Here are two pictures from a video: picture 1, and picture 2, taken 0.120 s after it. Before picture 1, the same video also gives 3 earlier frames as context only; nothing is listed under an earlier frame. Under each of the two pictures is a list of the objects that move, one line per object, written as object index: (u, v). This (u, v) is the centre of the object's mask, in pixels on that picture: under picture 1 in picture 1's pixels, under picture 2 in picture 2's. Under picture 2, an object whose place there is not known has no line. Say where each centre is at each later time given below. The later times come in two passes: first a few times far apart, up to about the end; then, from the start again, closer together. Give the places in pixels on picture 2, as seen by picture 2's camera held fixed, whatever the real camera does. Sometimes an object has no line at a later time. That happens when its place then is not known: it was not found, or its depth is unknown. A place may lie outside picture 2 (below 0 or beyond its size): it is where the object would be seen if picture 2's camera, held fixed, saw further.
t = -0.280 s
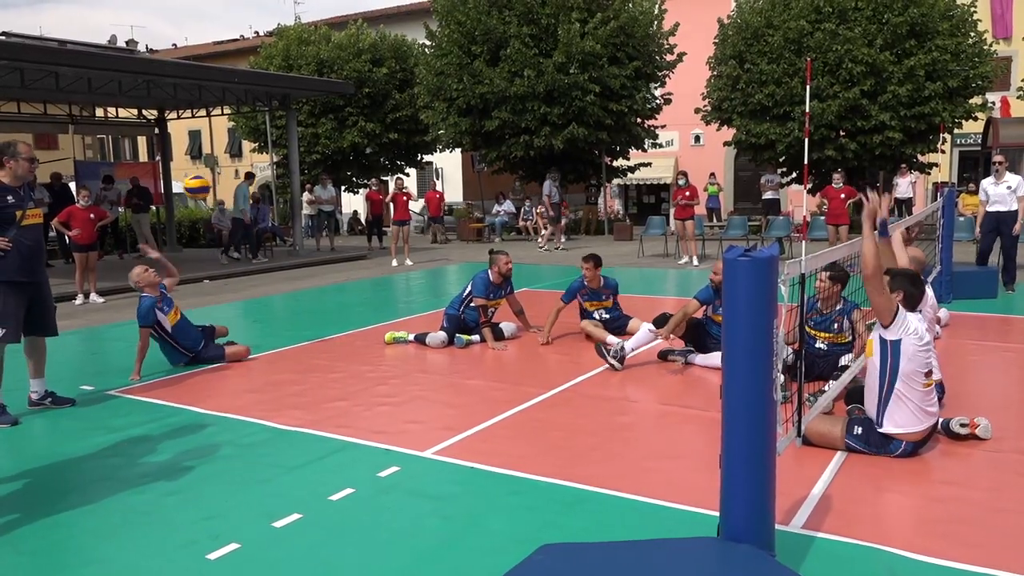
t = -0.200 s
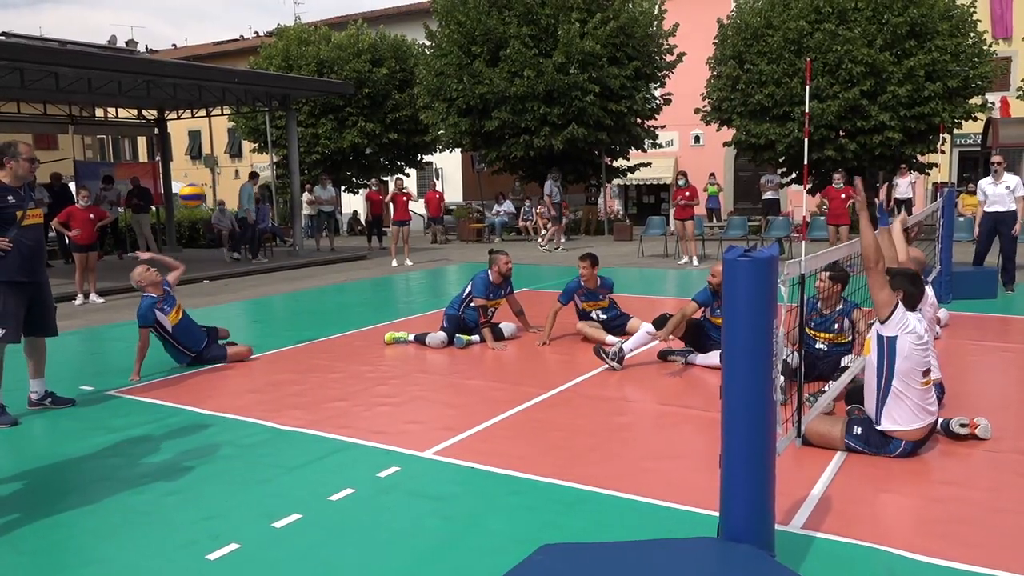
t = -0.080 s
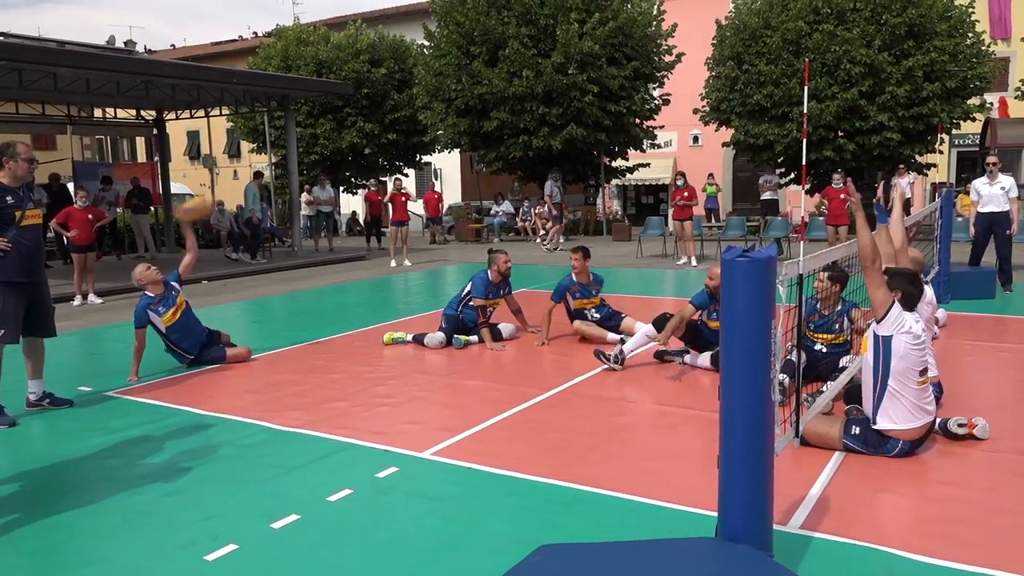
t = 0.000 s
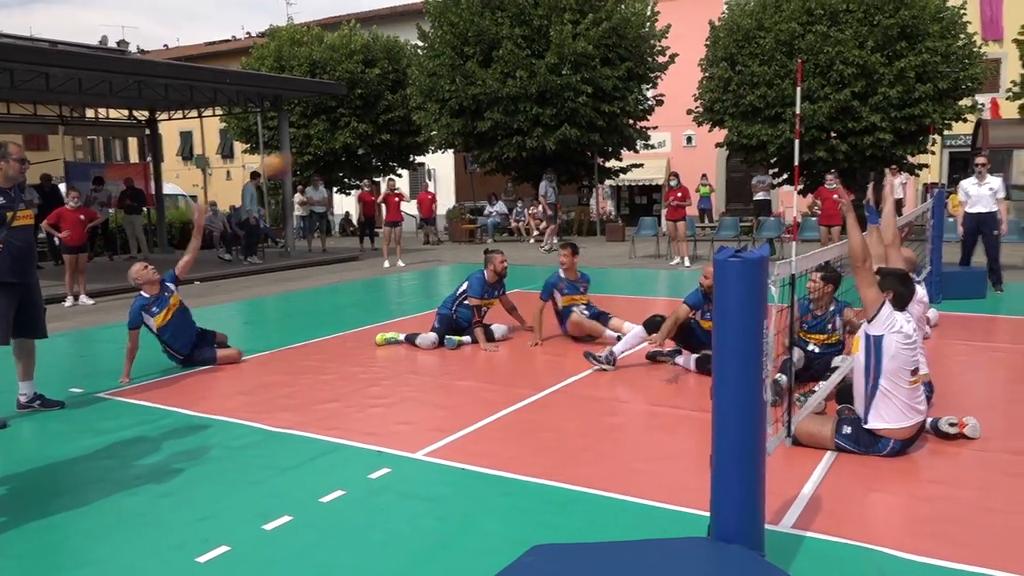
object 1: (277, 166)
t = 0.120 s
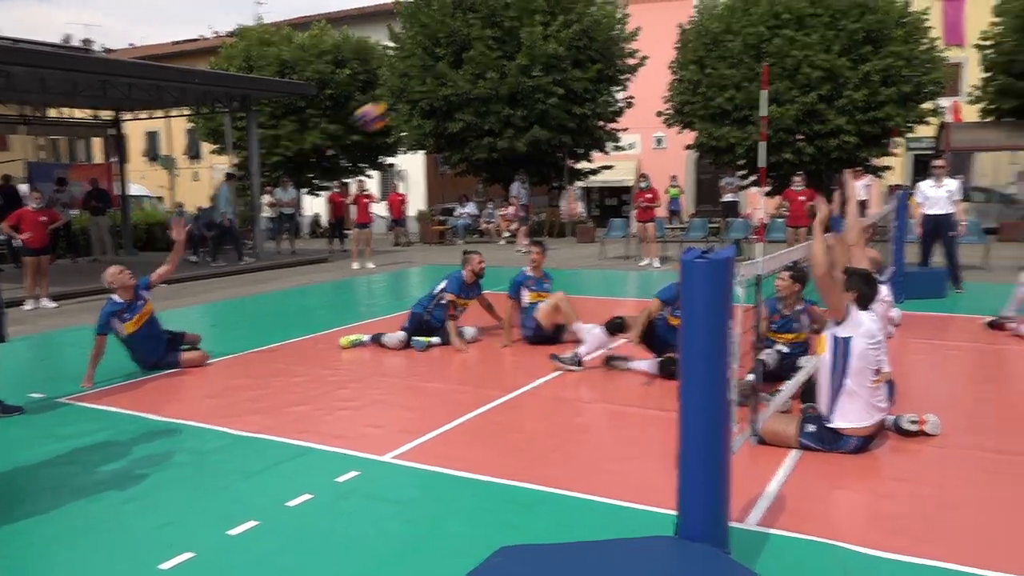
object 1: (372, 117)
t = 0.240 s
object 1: (506, 79)
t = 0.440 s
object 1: (740, 55)
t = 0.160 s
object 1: (417, 101)
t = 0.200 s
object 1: (461, 90)
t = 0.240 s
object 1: (506, 79)
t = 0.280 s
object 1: (550, 70)
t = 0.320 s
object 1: (596, 63)
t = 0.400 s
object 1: (691, 55)
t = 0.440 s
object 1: (740, 55)
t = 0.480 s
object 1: (787, 57)
